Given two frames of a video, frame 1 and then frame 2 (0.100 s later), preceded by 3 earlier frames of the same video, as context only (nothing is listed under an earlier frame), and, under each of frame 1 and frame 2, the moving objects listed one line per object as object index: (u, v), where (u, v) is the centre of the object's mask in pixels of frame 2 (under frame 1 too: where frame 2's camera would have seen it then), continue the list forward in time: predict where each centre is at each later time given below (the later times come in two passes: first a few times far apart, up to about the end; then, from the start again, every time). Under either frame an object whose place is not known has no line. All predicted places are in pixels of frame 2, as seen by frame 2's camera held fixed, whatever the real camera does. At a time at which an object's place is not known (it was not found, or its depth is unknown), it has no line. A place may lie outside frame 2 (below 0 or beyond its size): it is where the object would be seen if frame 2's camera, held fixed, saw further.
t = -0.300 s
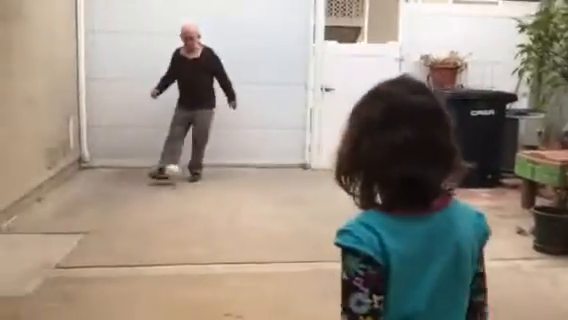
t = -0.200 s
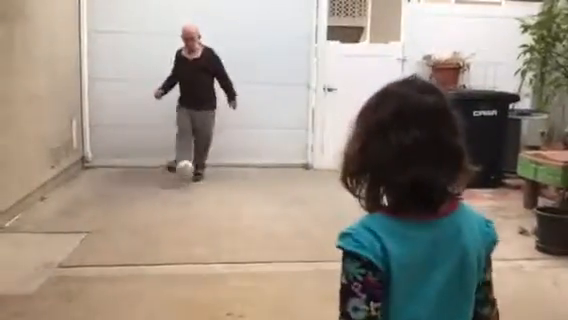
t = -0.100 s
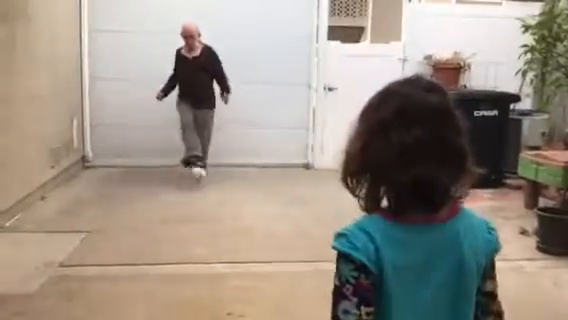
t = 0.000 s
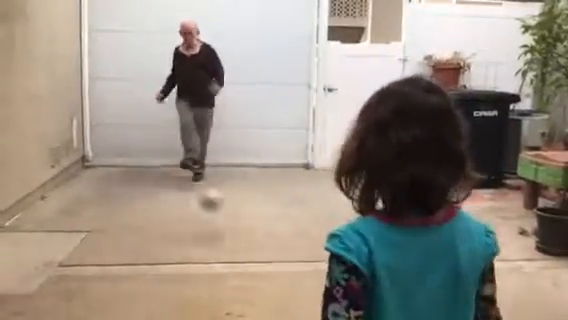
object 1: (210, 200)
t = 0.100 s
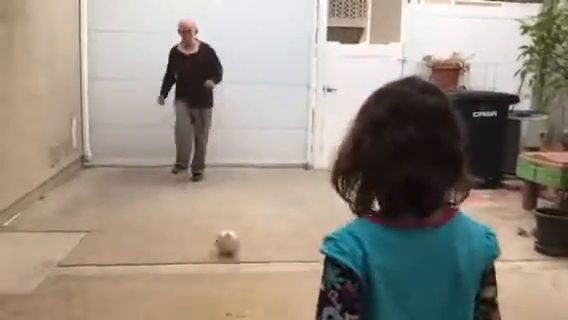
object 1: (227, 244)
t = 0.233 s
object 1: (249, 262)
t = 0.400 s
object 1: (285, 306)
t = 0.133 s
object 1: (231, 244)
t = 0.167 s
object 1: (238, 245)
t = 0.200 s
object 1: (244, 253)
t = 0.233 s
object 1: (249, 262)
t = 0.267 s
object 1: (256, 273)
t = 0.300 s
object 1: (262, 290)
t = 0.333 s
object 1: (270, 294)
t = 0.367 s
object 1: (277, 299)
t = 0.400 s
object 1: (285, 306)
